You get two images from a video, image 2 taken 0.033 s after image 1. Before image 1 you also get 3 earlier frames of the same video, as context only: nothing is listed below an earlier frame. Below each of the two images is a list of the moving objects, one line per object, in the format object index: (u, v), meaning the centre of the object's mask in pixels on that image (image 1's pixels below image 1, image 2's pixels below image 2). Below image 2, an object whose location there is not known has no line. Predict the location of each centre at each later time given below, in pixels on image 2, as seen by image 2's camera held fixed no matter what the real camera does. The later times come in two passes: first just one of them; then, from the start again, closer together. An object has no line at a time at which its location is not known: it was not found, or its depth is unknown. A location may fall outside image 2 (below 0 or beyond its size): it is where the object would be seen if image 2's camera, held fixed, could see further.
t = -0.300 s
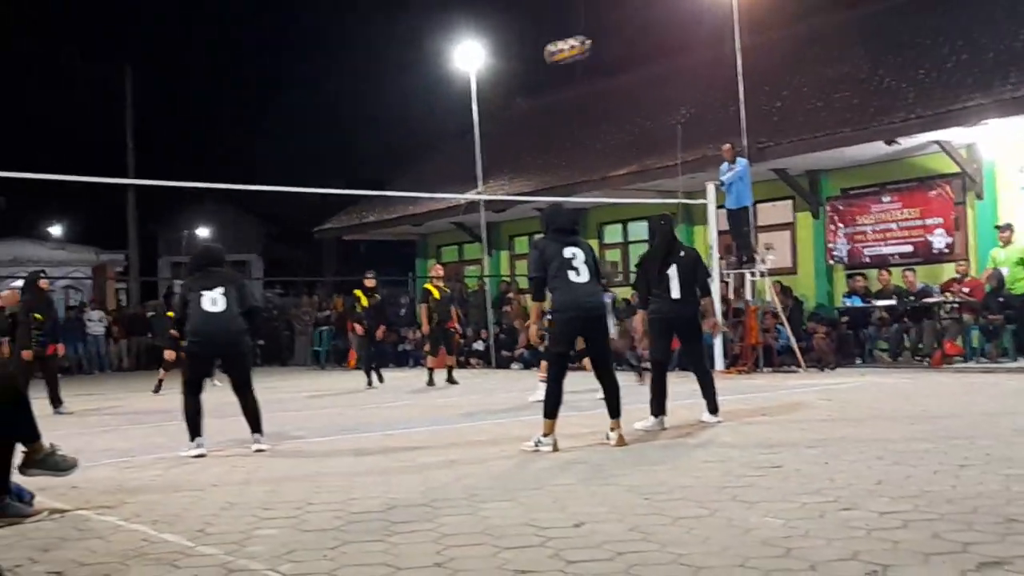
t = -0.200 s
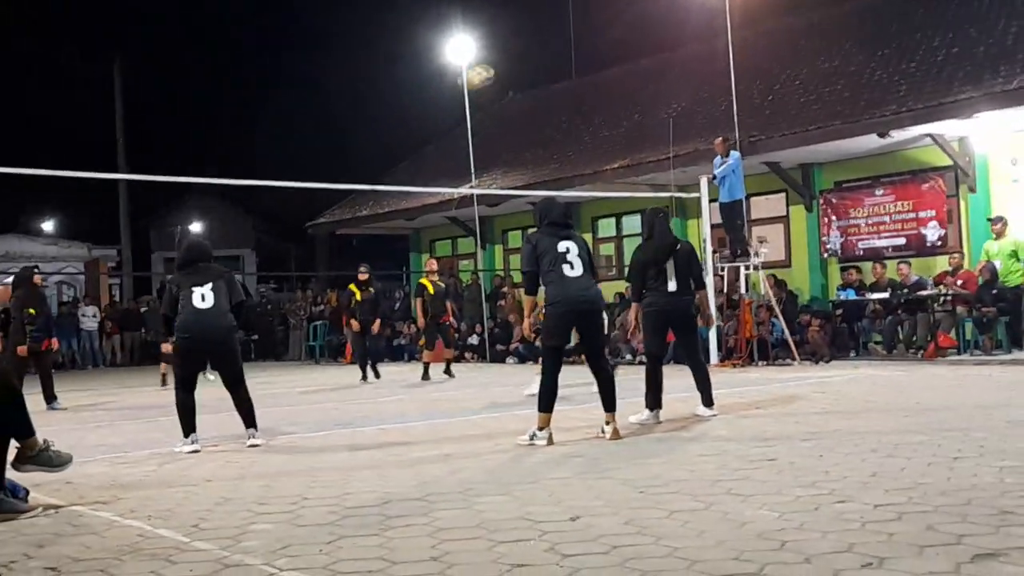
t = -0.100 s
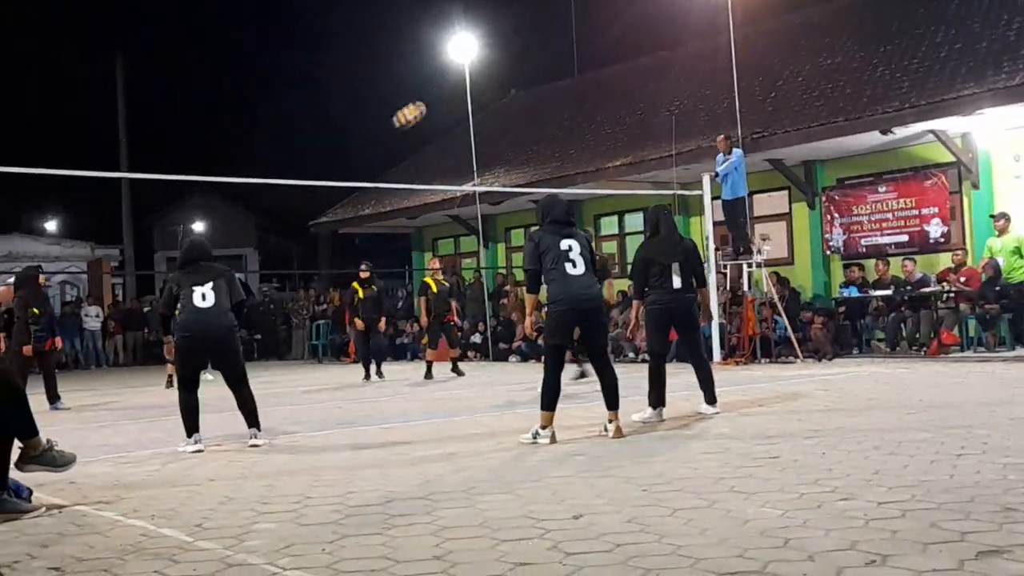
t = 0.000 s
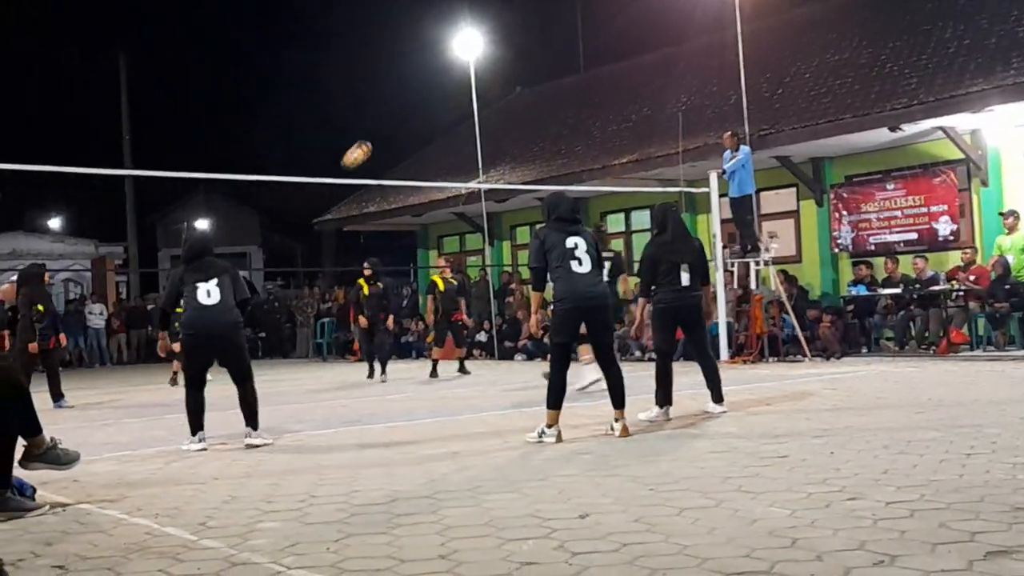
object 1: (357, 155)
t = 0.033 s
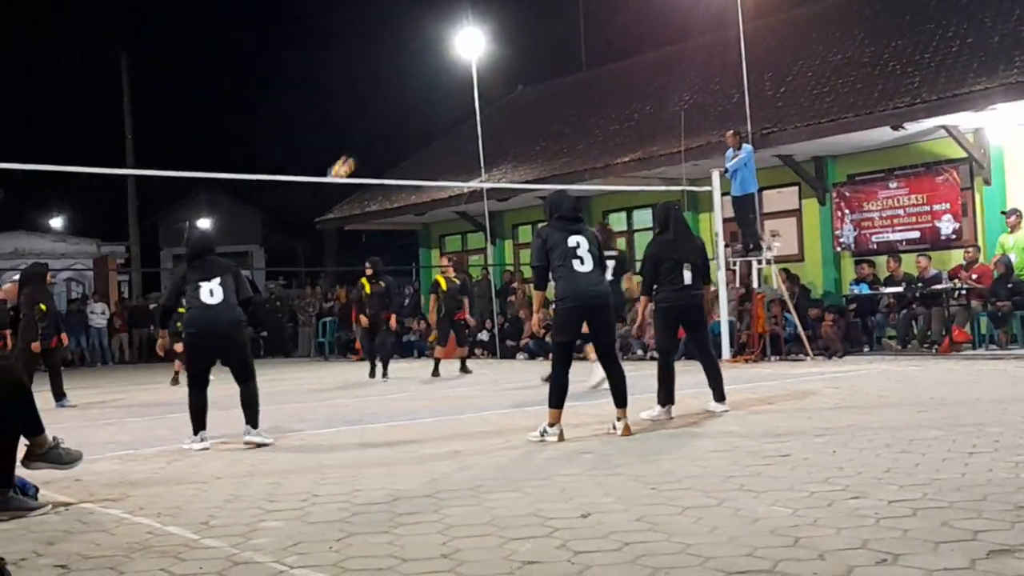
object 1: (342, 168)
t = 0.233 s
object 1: (262, 261)
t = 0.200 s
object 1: (274, 246)
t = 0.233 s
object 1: (262, 261)
